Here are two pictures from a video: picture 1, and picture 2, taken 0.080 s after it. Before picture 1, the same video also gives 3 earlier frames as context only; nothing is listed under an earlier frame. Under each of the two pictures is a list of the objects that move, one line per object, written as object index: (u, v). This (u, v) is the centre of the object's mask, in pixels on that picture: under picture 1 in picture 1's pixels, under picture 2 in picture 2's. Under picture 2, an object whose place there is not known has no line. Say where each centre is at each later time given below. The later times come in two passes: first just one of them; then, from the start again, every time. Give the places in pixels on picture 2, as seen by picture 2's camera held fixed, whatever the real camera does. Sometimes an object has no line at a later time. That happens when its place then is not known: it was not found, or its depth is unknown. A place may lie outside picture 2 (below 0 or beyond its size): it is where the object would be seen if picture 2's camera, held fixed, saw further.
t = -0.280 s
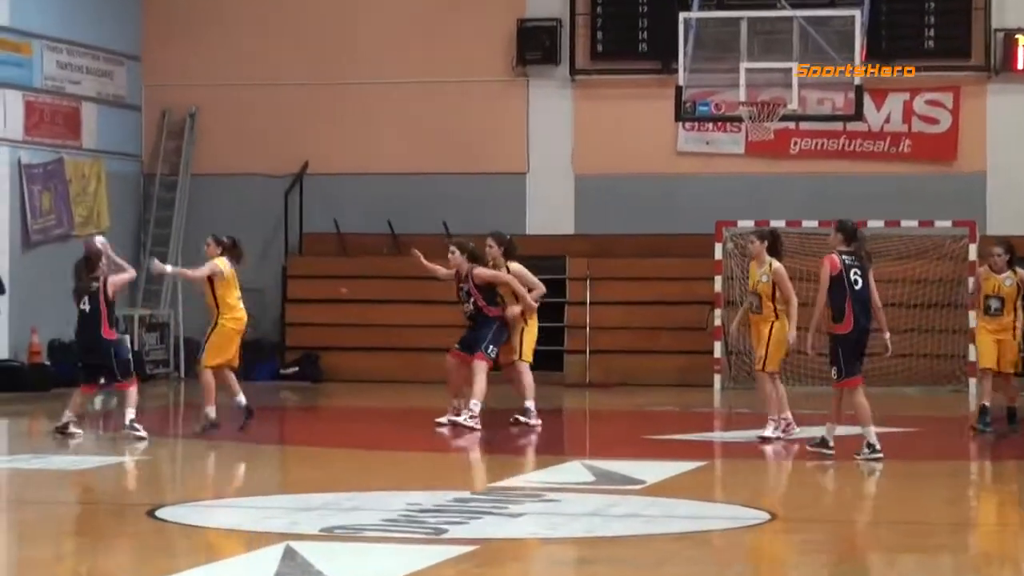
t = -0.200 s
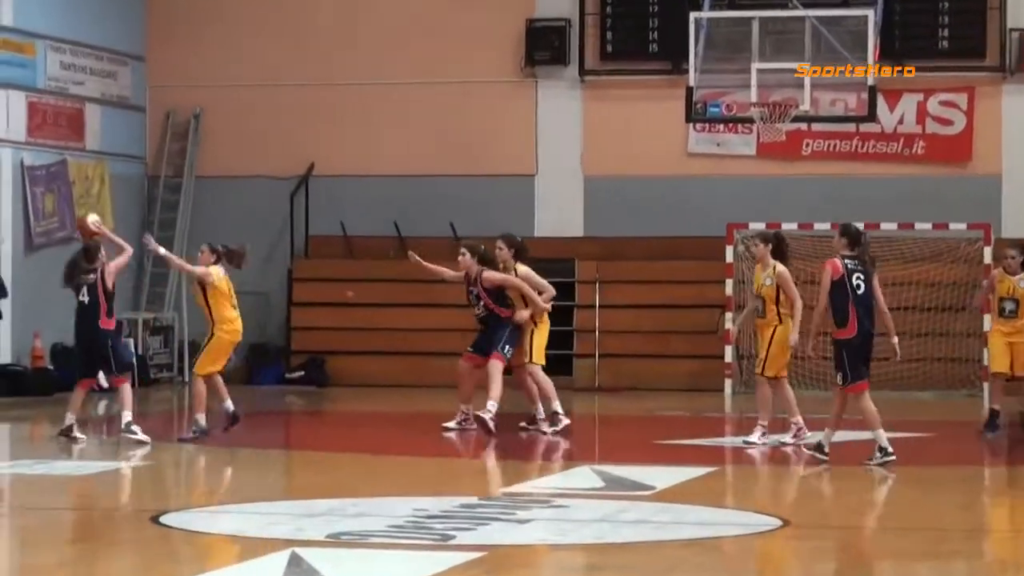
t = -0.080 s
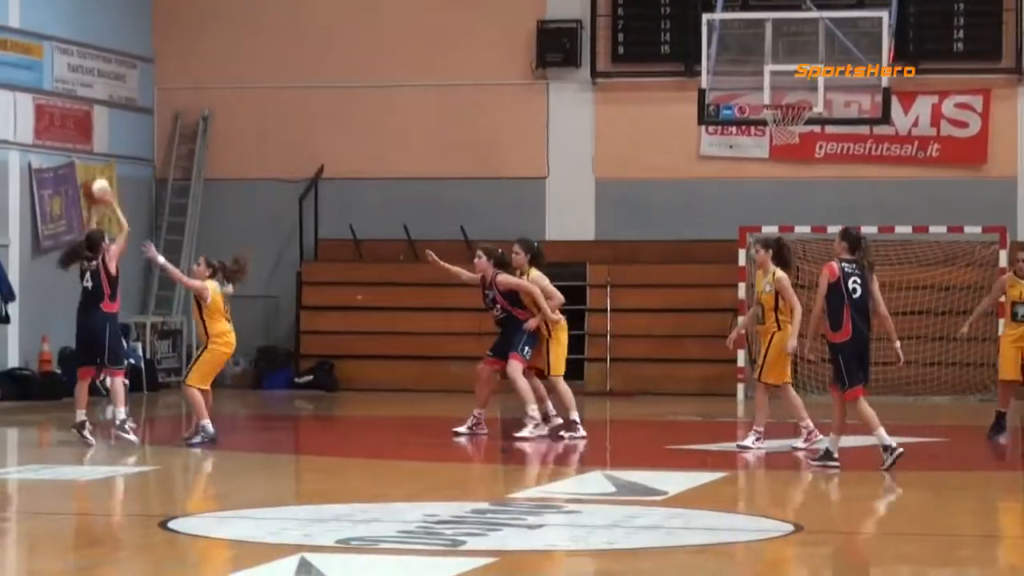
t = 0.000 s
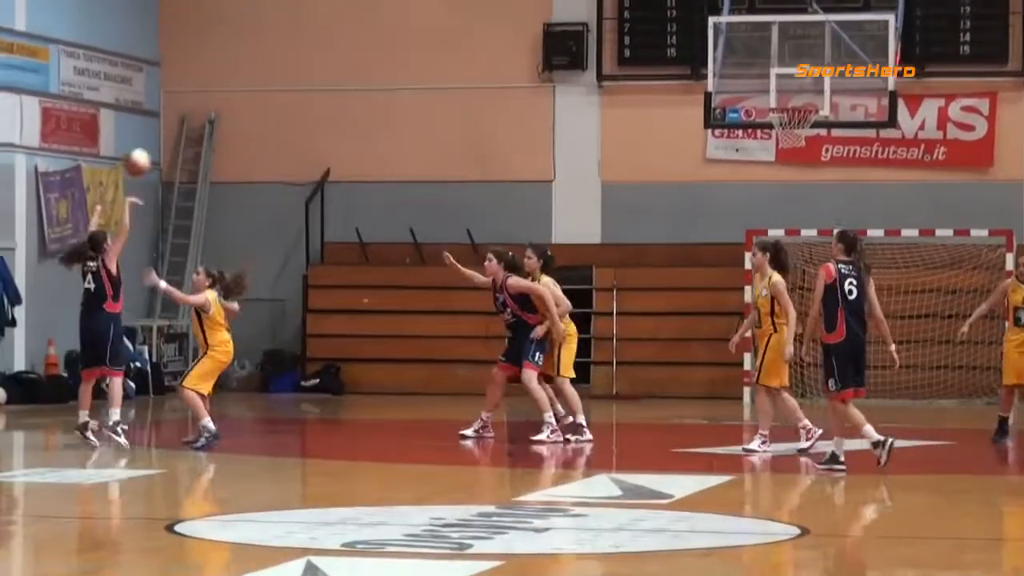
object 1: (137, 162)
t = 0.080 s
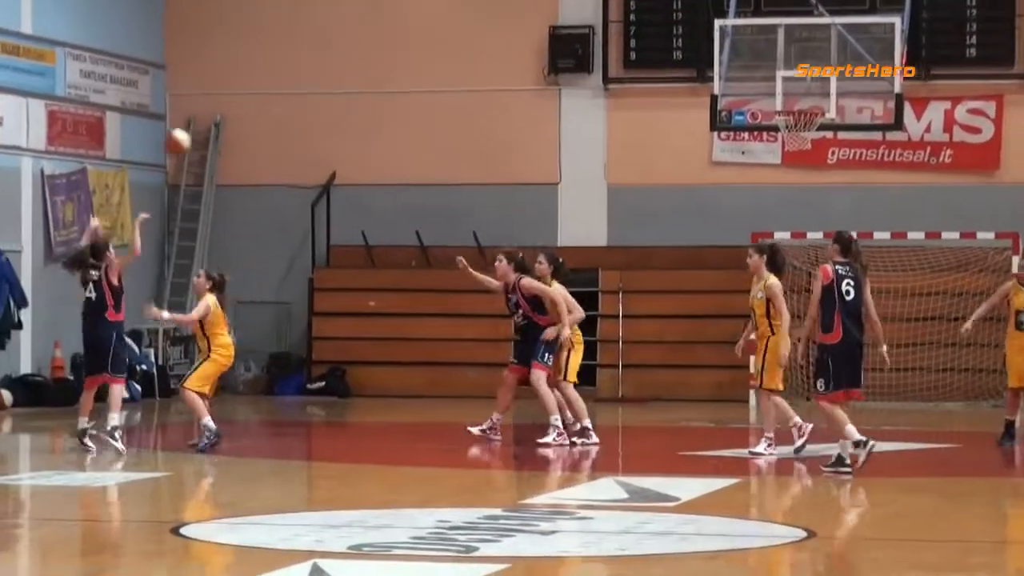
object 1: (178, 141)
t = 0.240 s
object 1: (244, 122)
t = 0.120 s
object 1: (195, 135)
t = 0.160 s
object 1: (211, 128)
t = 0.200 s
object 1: (228, 123)
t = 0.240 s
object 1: (244, 122)
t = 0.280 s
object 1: (260, 122)
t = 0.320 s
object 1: (274, 123)
